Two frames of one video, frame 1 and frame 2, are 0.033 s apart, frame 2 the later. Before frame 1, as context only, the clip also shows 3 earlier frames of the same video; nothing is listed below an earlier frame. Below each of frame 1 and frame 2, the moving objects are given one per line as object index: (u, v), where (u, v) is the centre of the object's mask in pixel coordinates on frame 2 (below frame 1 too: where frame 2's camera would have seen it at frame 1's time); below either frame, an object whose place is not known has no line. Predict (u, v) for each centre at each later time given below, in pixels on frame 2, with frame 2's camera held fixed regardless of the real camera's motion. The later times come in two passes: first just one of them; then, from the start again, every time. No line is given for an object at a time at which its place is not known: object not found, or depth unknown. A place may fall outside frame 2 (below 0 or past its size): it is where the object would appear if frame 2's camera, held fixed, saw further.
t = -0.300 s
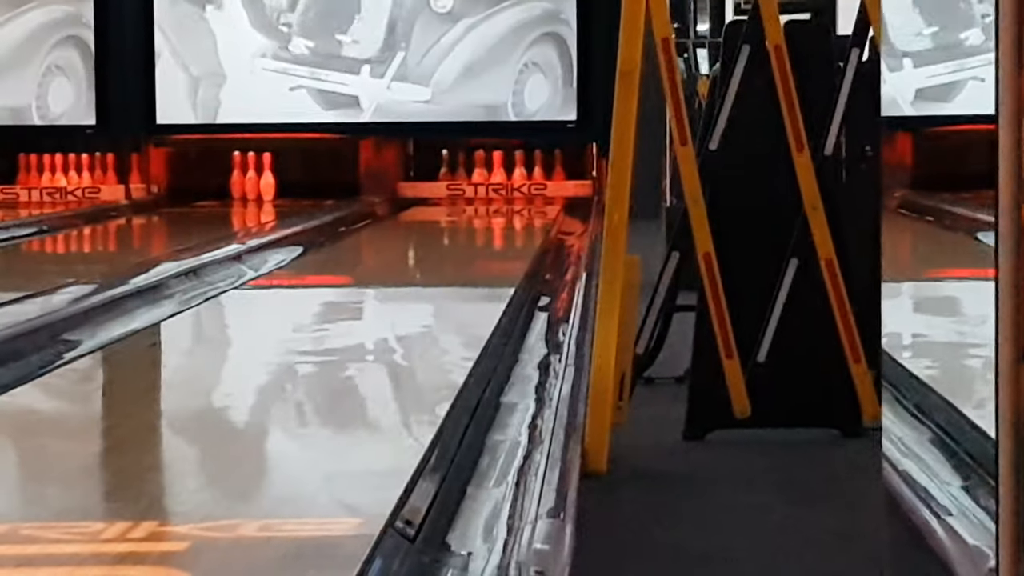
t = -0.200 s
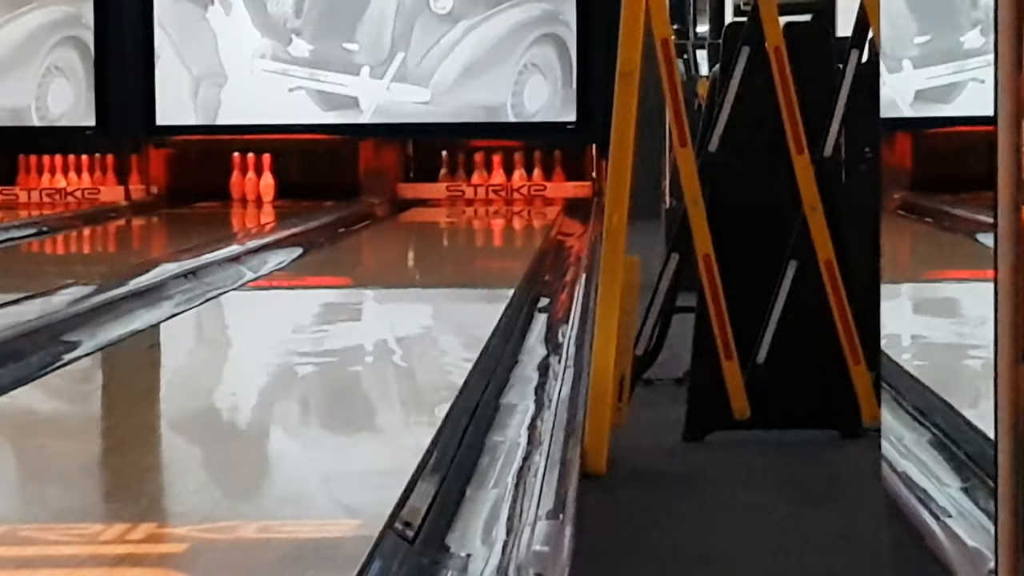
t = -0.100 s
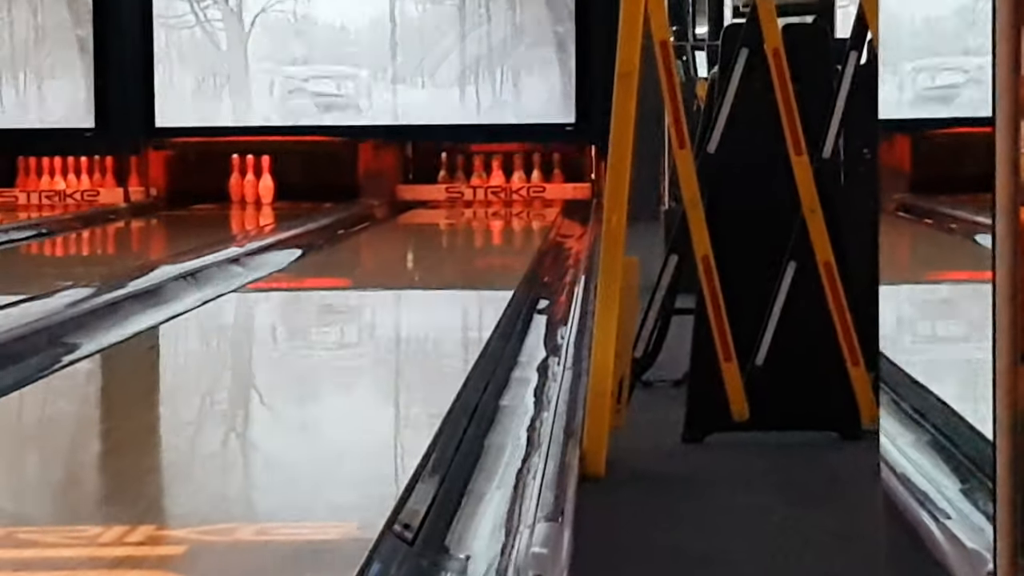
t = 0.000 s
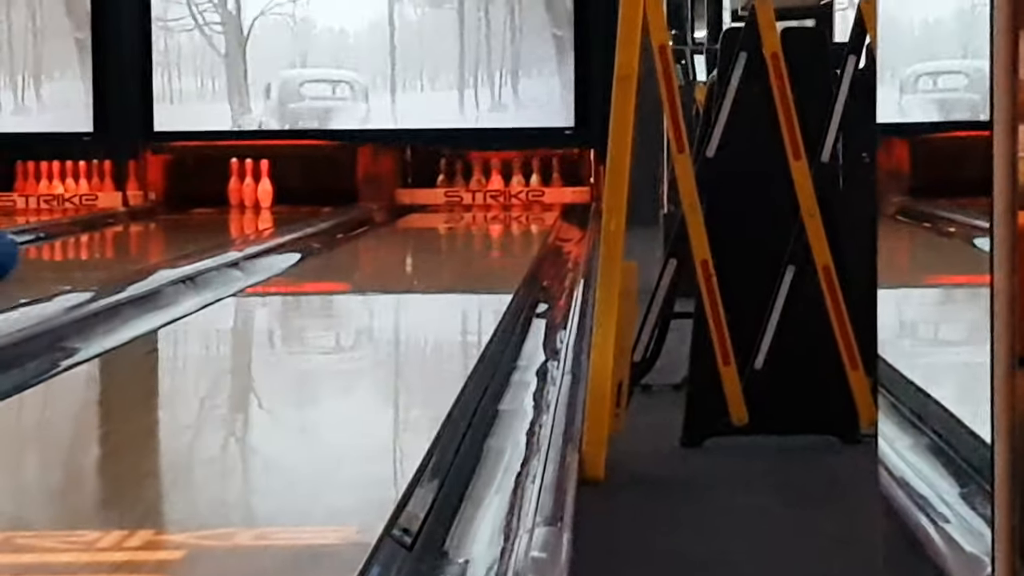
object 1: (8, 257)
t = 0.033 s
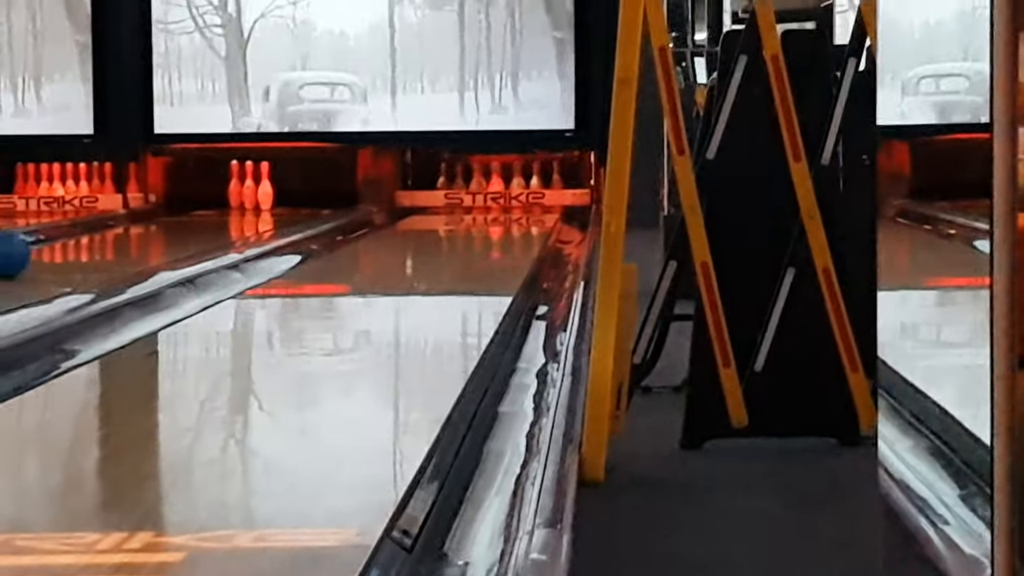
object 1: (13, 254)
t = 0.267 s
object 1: (81, 240)
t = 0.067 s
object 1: (20, 251)
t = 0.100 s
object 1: (29, 249)
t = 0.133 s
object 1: (40, 247)
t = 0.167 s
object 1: (51, 245)
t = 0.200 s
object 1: (61, 243)
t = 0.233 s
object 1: (71, 241)
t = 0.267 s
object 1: (81, 240)
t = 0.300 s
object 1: (91, 238)
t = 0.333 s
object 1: (99, 237)
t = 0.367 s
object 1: (109, 236)
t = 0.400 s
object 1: (118, 234)
